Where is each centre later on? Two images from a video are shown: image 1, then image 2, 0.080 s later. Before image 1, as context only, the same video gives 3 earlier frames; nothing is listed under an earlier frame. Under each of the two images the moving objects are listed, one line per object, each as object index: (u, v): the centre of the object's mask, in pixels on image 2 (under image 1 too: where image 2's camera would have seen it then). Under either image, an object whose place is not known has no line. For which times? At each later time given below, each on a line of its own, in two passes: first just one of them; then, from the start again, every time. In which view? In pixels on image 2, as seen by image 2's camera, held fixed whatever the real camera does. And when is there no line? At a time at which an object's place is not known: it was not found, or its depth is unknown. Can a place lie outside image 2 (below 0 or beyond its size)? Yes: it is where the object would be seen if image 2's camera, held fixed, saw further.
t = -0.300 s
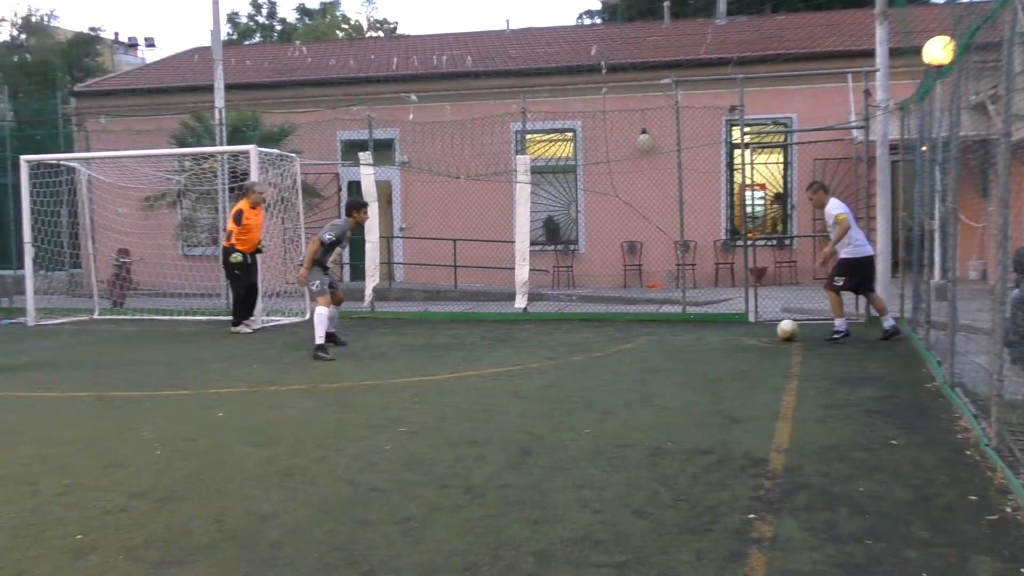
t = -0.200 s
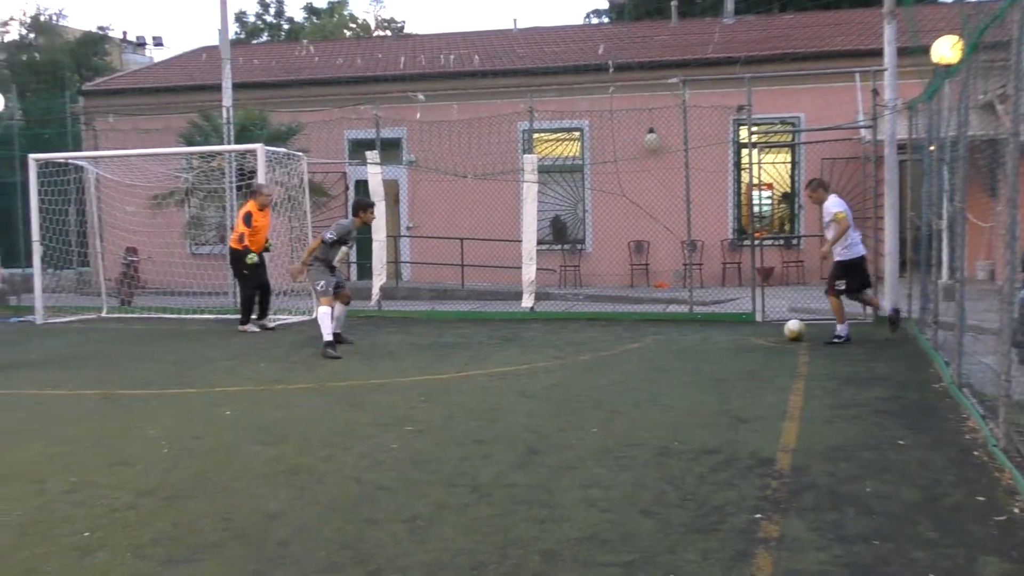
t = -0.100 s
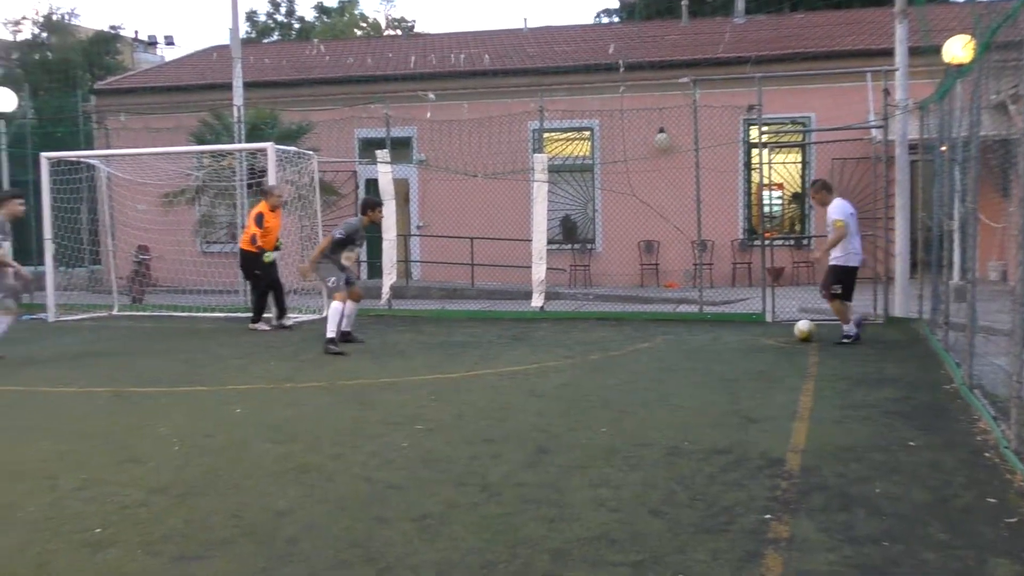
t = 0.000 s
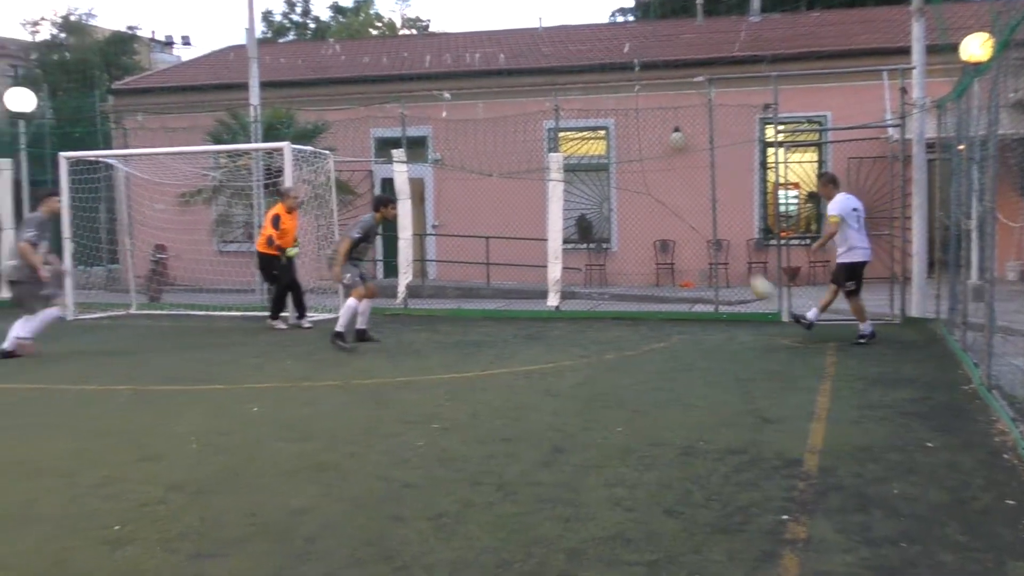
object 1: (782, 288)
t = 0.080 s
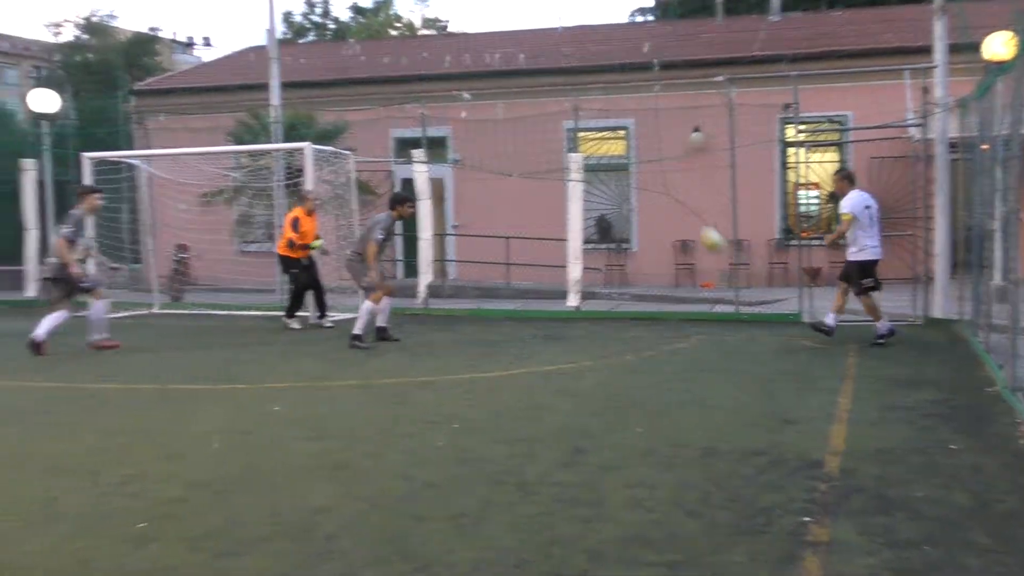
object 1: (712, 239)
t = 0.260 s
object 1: (557, 152)
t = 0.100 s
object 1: (695, 228)
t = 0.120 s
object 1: (678, 217)
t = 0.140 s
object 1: (660, 207)
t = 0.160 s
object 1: (643, 197)
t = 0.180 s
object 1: (626, 187)
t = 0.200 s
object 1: (609, 177)
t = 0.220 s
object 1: (593, 169)
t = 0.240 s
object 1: (575, 161)
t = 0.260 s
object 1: (557, 152)
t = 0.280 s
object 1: (541, 145)
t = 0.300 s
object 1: (525, 137)
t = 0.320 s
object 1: (508, 131)
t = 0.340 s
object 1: (491, 124)
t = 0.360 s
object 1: (475, 118)
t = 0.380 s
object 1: (458, 113)
